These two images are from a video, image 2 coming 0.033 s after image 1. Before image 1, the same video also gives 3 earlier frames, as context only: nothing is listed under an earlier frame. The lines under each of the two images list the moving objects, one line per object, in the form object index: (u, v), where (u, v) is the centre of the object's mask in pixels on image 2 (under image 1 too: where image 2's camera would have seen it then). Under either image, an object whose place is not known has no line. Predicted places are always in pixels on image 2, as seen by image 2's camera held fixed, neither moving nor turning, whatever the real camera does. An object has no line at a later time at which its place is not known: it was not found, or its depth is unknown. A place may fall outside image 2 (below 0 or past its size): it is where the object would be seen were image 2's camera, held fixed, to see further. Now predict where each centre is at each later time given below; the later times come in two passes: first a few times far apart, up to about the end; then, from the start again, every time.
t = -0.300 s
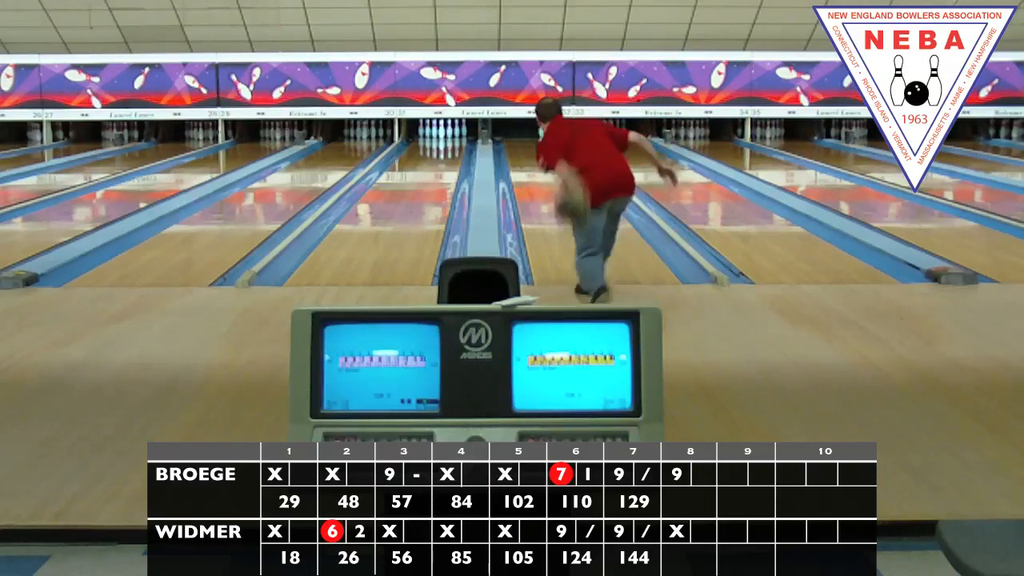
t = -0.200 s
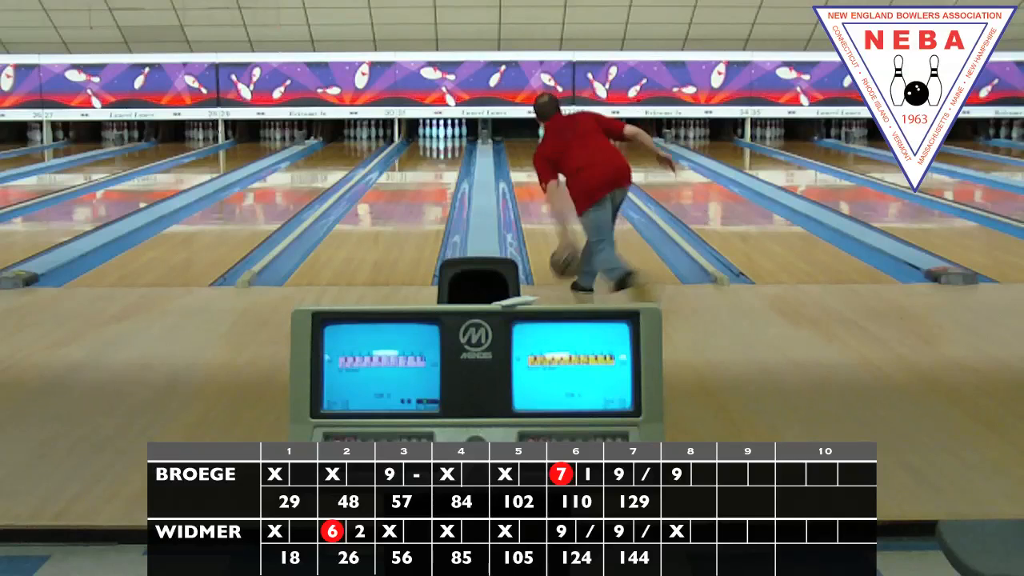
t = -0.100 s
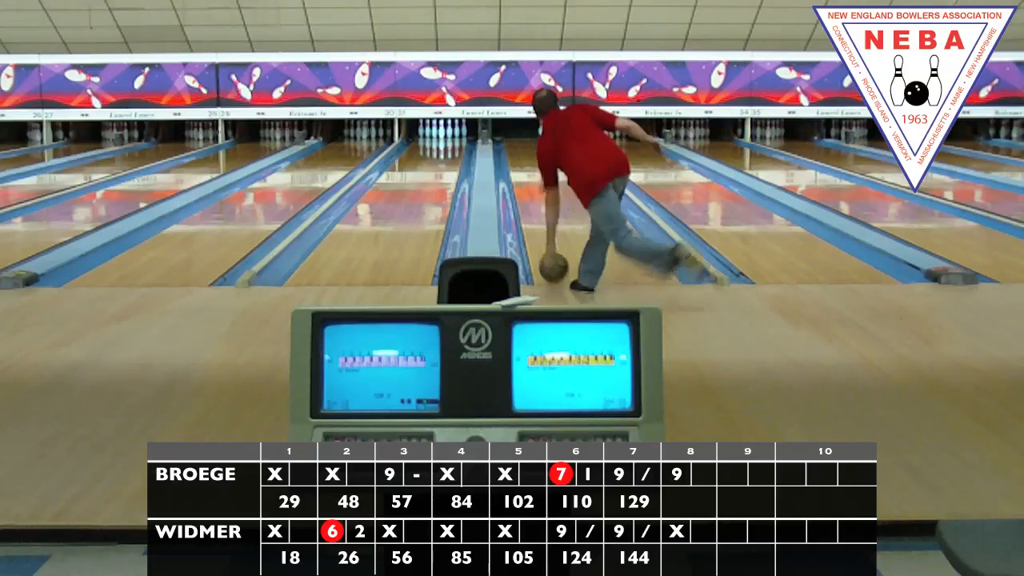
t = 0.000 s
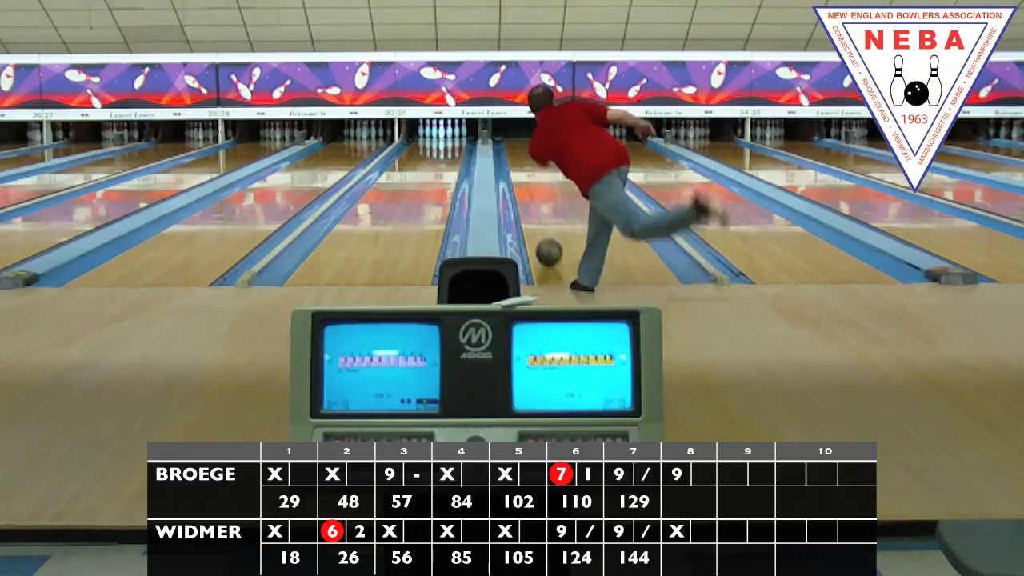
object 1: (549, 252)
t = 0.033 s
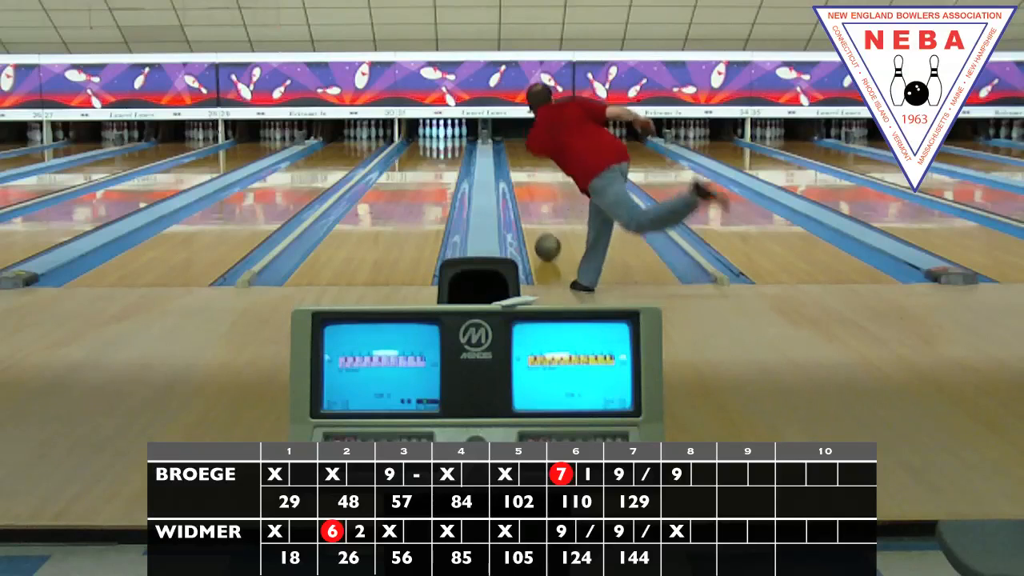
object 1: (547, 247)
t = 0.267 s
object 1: (540, 218)
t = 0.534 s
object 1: (535, 194)
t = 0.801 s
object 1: (531, 178)
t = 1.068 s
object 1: (529, 165)
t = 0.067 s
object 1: (546, 242)
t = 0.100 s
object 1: (545, 238)
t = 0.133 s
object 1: (544, 234)
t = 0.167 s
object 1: (543, 229)
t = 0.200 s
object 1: (542, 225)
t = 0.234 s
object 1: (541, 222)
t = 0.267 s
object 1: (540, 218)
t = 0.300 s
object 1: (539, 214)
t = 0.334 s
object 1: (539, 211)
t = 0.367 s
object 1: (538, 208)
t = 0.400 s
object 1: (537, 205)
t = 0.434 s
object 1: (536, 202)
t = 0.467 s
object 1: (536, 200)
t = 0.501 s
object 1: (535, 197)
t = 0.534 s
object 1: (535, 194)
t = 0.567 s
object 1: (534, 192)
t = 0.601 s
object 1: (536, 190)
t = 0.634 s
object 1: (533, 189)
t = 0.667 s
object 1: (530, 186)
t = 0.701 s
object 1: (532, 183)
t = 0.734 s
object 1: (532, 181)
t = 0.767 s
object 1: (532, 179)
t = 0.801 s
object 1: (531, 178)
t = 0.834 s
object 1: (531, 175)
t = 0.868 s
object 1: (531, 174)
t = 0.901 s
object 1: (530, 173)
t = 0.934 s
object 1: (530, 171)
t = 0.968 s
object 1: (530, 169)
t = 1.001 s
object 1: (530, 168)
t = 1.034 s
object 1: (530, 167)
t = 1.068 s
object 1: (529, 165)
